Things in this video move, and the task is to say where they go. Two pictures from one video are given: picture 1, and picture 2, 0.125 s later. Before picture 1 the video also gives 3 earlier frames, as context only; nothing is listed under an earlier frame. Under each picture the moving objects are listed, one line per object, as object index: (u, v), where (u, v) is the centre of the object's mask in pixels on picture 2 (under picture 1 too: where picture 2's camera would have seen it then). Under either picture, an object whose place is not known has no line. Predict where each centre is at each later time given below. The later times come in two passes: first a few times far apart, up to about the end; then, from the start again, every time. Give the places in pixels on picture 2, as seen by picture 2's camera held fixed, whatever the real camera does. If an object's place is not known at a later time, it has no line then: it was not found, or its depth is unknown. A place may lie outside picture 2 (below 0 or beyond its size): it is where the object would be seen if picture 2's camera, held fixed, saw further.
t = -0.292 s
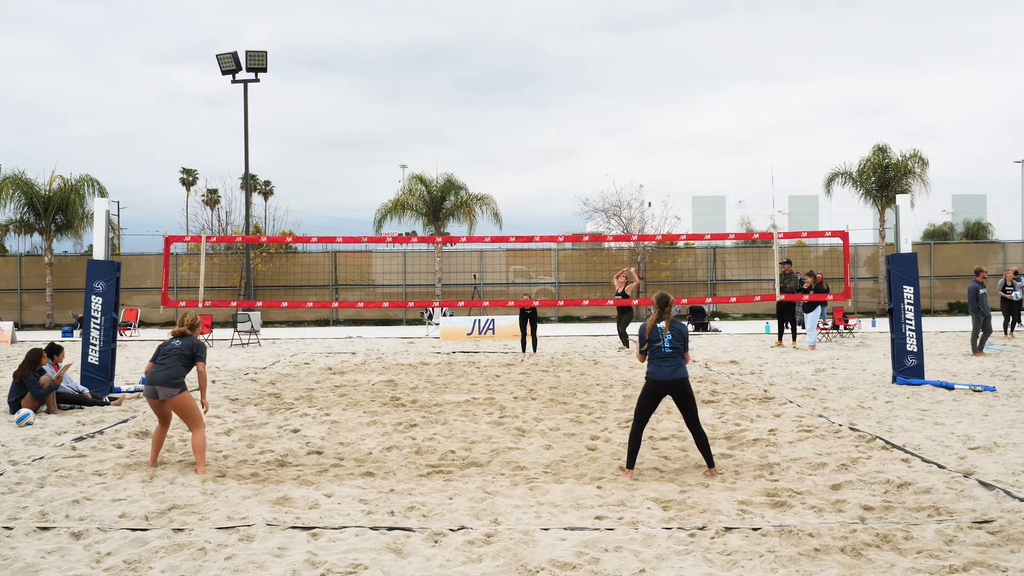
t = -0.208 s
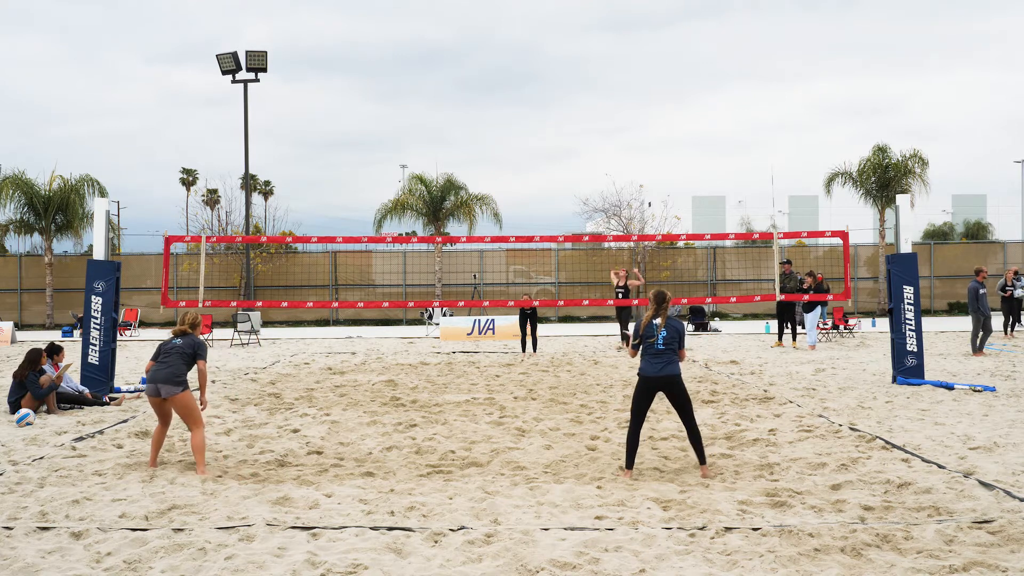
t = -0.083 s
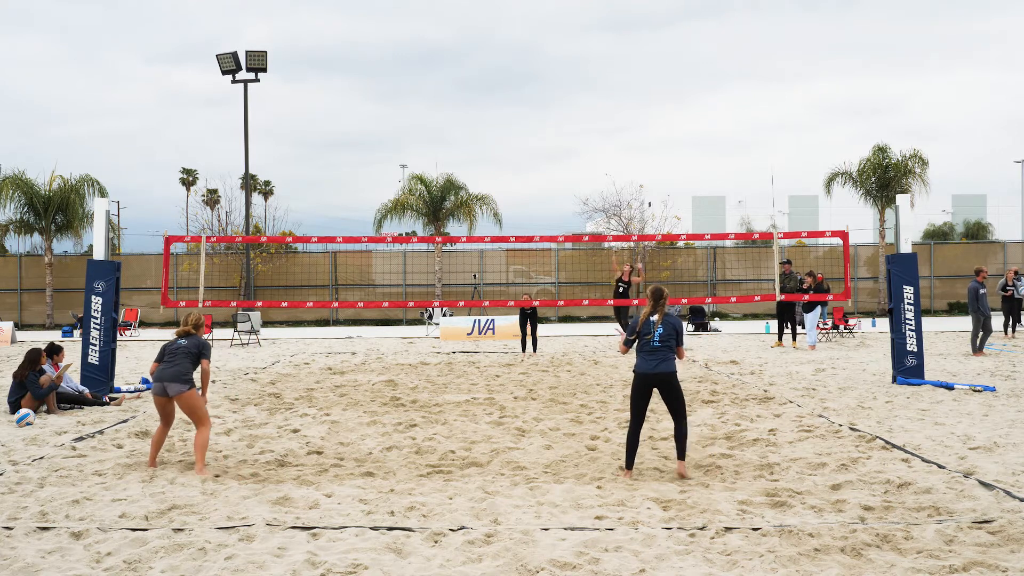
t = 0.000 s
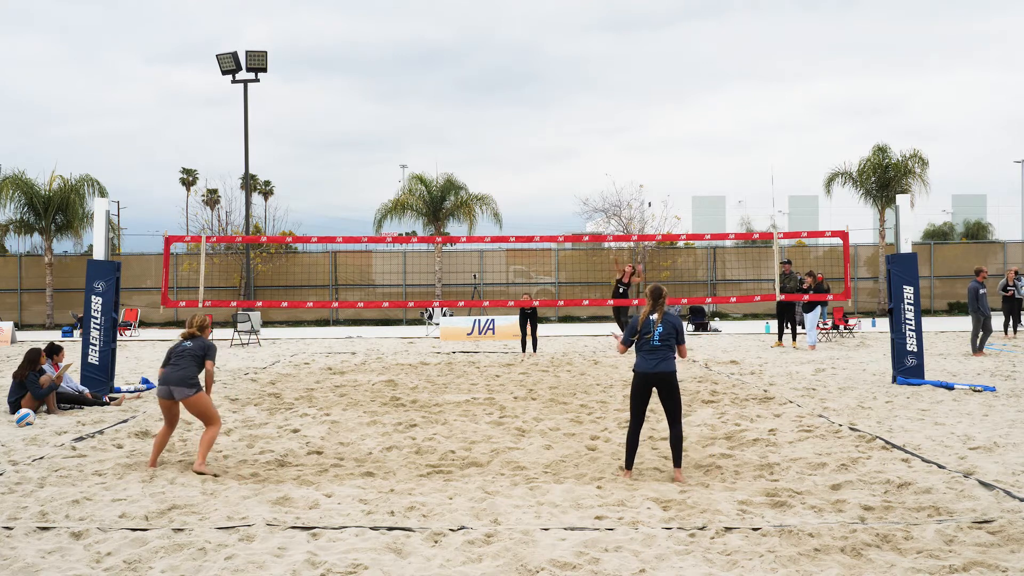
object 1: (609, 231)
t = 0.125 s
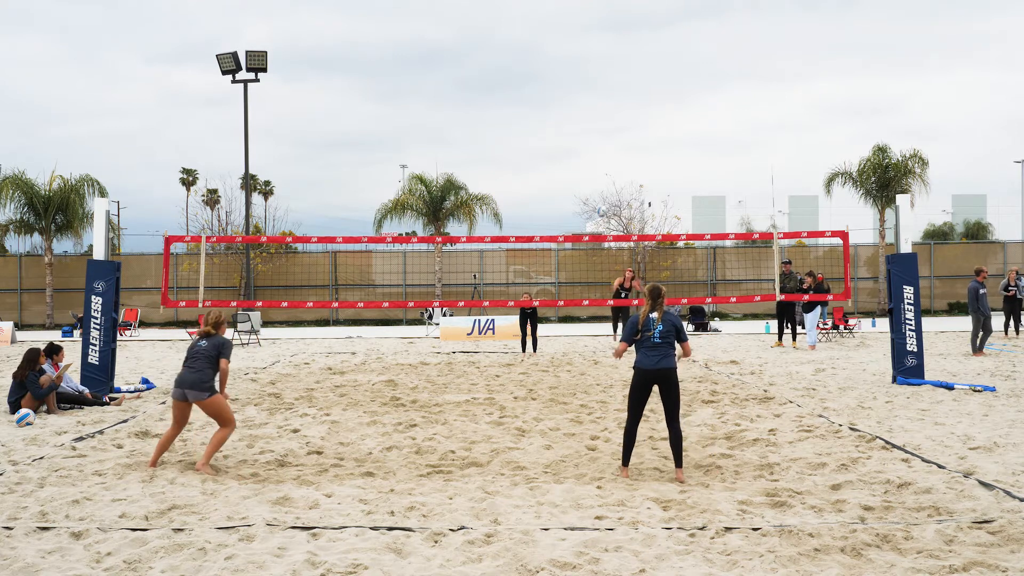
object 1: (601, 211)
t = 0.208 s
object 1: (595, 200)
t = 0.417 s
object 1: (573, 179)
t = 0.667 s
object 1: (525, 195)
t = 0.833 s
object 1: (481, 239)
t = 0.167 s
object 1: (598, 206)
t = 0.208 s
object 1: (595, 200)
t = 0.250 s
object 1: (591, 194)
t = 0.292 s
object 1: (588, 189)
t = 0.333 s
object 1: (584, 184)
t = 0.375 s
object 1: (578, 181)
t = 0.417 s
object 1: (573, 179)
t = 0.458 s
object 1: (567, 178)
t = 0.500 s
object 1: (559, 178)
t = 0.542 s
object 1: (552, 180)
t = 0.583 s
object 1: (543, 183)
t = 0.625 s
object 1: (534, 188)
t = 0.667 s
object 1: (525, 195)
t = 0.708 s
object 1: (515, 205)
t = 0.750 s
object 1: (503, 215)
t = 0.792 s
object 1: (493, 225)
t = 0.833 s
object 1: (481, 239)
